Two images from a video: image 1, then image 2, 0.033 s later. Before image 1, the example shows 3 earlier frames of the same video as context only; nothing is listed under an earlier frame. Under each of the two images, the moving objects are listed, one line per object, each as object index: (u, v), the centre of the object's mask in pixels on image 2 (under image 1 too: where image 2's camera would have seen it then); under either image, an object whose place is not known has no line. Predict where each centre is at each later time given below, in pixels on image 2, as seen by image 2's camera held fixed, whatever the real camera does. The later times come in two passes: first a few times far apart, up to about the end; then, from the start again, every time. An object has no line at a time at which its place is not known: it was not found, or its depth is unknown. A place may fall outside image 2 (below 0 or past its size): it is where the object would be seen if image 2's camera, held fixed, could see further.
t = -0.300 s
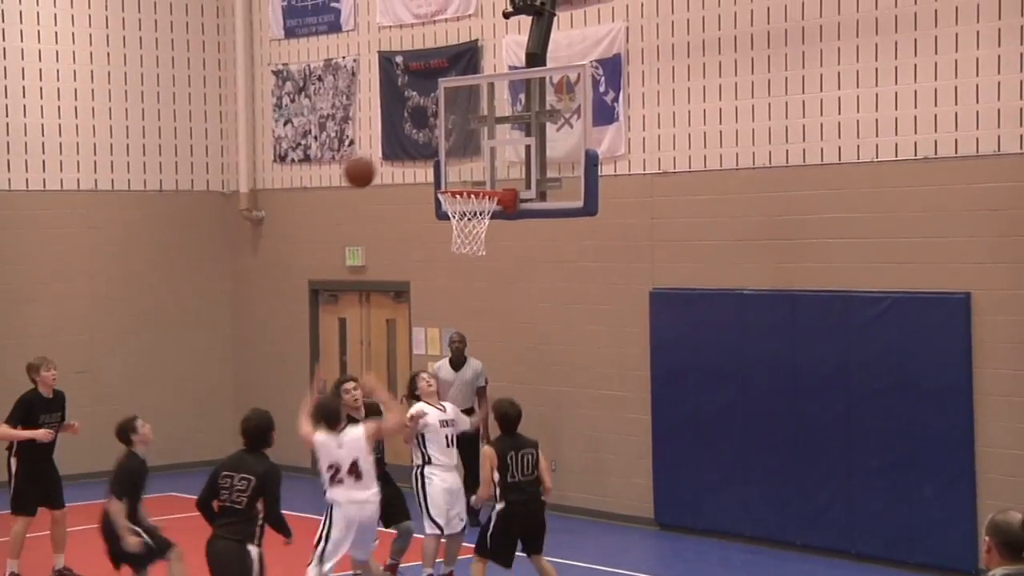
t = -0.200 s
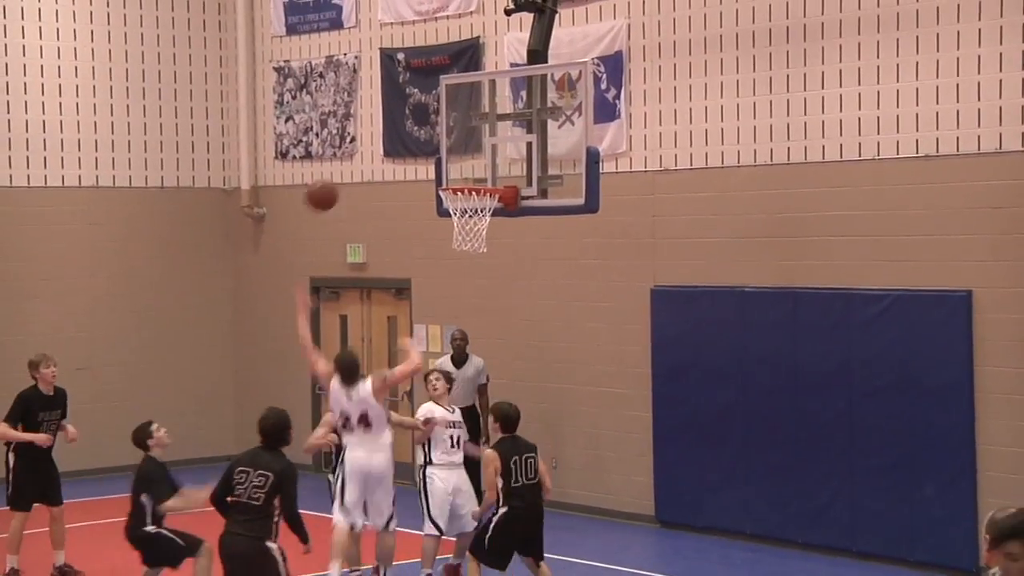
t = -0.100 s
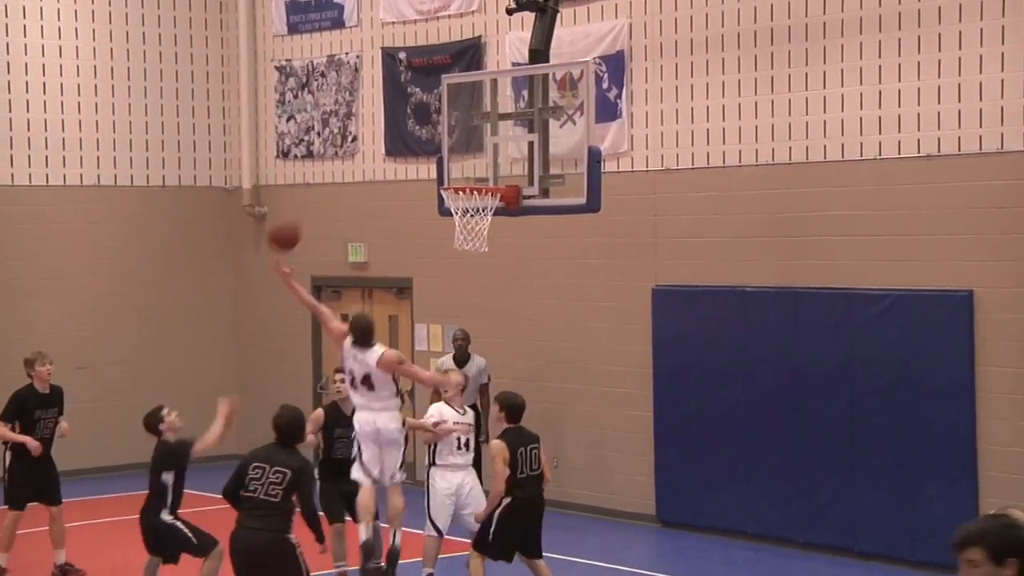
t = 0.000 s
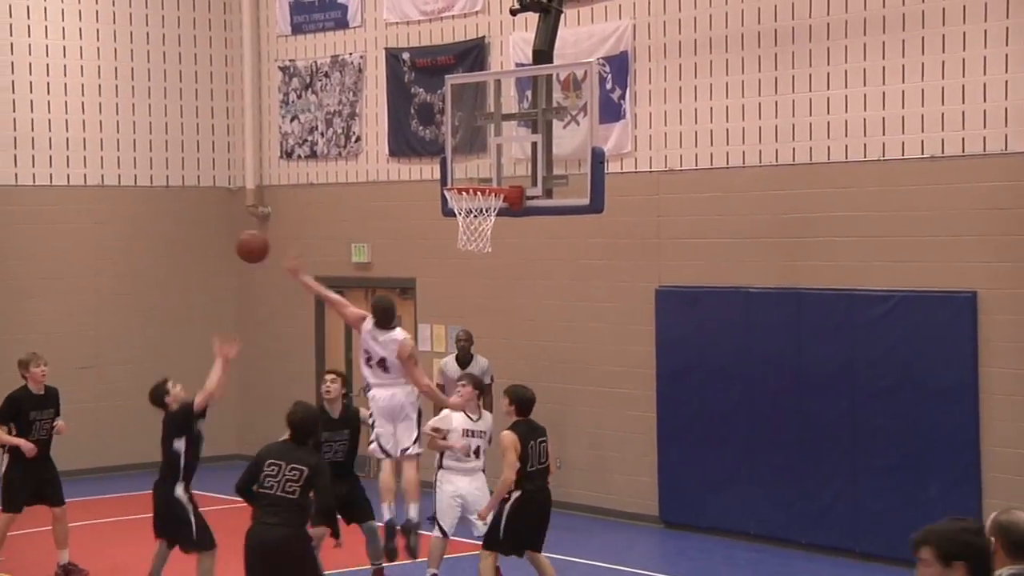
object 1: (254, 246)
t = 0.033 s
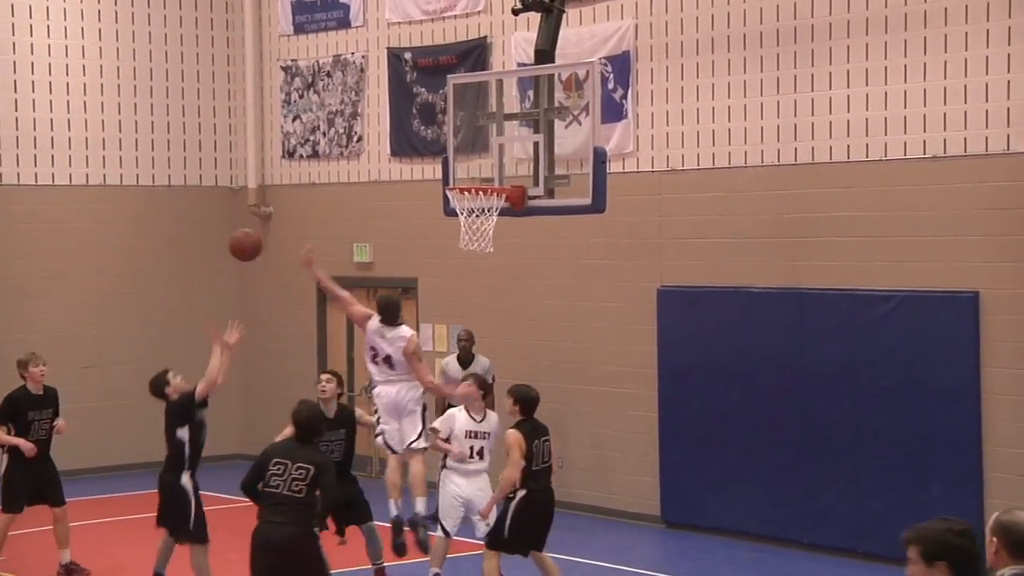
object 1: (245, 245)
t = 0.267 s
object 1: (183, 276)
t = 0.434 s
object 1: (139, 341)
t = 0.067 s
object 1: (237, 244)
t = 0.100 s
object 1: (227, 246)
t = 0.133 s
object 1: (218, 249)
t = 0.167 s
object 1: (210, 254)
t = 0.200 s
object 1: (201, 260)
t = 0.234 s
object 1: (192, 267)
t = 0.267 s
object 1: (183, 276)
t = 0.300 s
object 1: (175, 286)
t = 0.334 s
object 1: (166, 298)
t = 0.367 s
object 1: (157, 311)
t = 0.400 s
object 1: (148, 325)
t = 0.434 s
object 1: (139, 341)
